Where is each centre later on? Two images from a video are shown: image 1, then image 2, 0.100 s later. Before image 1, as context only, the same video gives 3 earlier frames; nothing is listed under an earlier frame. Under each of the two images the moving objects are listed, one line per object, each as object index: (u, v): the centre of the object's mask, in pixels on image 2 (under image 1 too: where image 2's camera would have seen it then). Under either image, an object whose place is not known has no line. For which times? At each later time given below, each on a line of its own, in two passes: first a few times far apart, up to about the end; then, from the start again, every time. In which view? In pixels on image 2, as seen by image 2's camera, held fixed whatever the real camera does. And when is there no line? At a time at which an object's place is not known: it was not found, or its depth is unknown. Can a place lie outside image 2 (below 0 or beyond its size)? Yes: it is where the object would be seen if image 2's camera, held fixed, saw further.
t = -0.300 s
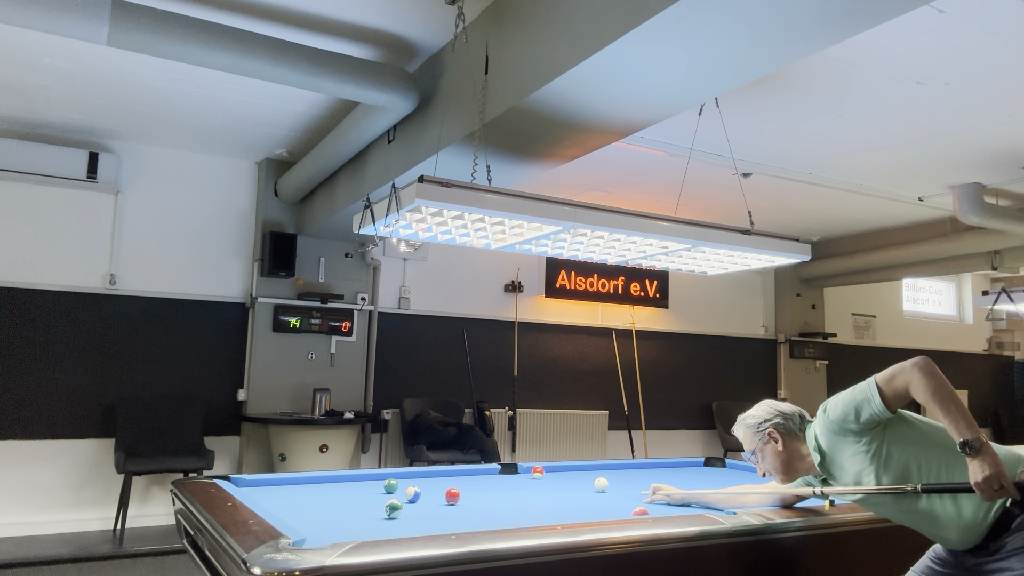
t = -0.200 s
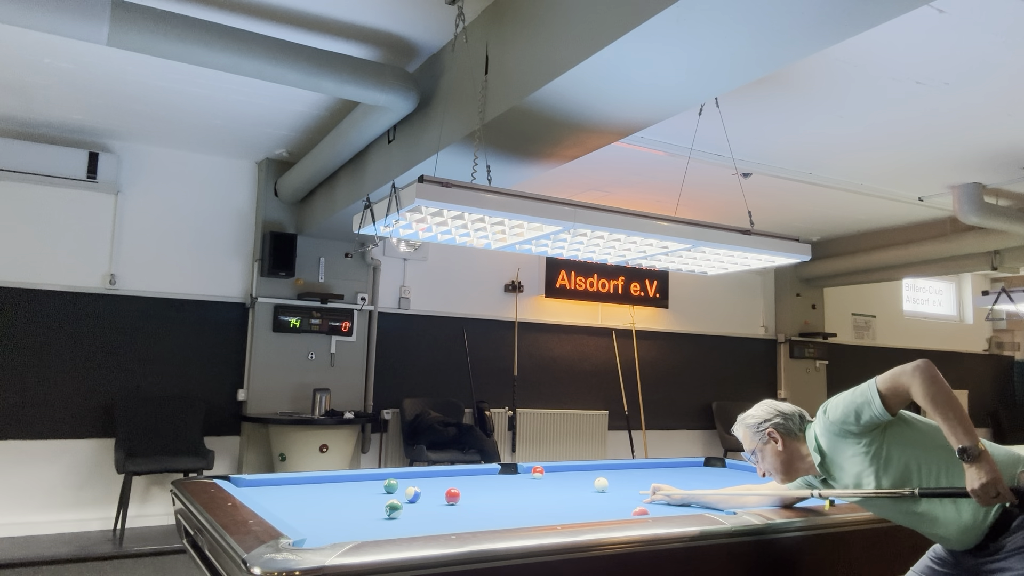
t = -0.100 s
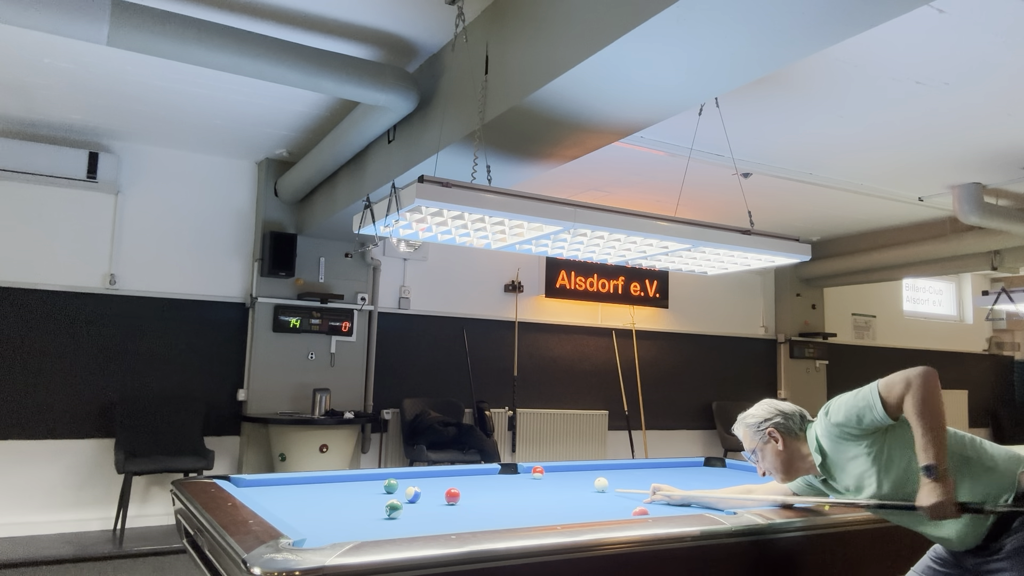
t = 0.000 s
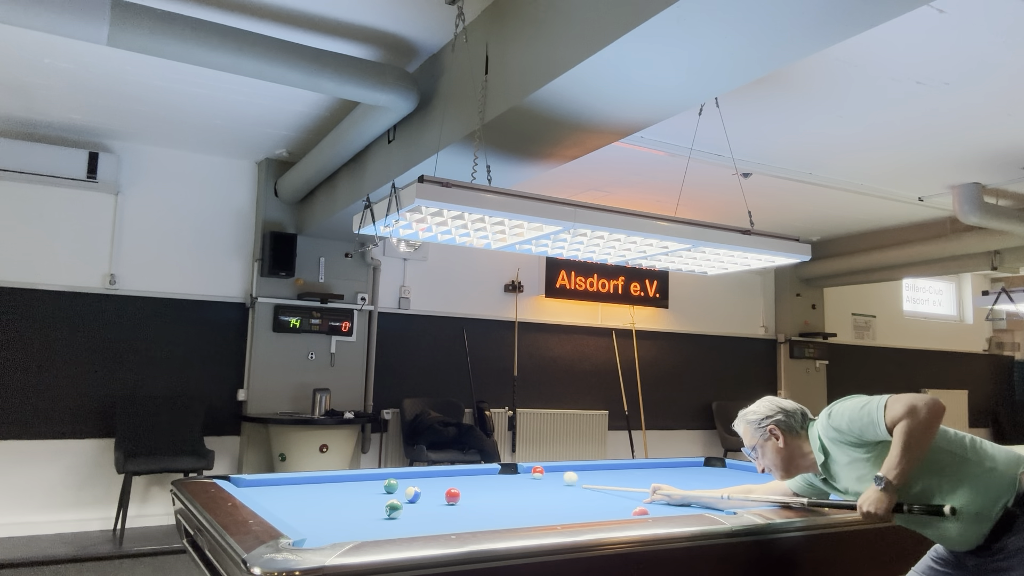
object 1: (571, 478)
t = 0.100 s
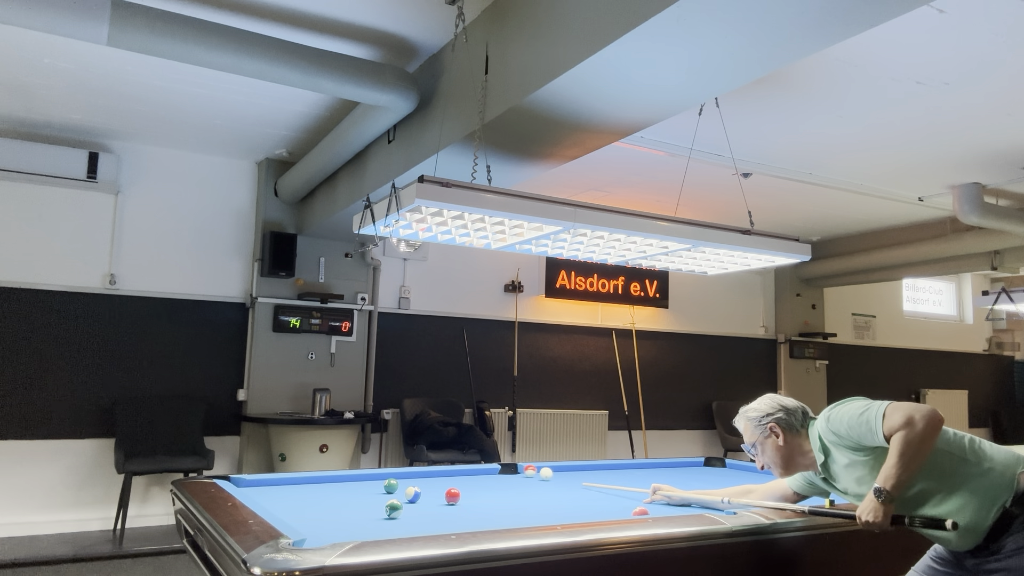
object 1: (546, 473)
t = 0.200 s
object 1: (549, 474)
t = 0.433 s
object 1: (563, 476)
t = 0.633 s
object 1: (574, 478)
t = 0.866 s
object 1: (588, 481)
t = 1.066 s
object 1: (599, 483)
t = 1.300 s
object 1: (612, 485)
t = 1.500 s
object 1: (623, 487)
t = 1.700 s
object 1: (634, 489)
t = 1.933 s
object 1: (645, 492)
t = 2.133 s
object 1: (655, 493)
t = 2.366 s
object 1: (666, 496)
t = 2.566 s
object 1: (674, 497)
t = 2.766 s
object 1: (683, 499)
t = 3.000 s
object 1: (691, 501)
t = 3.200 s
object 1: (698, 502)
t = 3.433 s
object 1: (706, 504)
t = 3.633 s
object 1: (712, 505)
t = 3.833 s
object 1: (717, 505)
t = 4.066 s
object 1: (721, 505)
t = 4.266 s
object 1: (724, 506)
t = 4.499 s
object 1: (727, 505)
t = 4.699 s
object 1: (728, 505)
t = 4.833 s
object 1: (729, 505)
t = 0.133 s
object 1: (546, 473)
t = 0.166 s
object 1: (547, 473)
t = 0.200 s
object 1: (549, 474)
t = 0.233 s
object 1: (551, 474)
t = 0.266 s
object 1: (553, 474)
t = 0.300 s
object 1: (554, 475)
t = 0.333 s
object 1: (556, 475)
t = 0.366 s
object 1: (559, 476)
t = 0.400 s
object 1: (561, 476)
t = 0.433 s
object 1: (563, 476)
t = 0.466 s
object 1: (565, 476)
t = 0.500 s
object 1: (567, 477)
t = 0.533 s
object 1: (568, 477)
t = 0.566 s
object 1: (570, 477)
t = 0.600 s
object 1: (572, 478)
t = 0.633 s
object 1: (574, 478)
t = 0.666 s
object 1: (576, 479)
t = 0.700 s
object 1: (578, 479)
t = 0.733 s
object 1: (580, 479)
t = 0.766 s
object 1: (582, 480)
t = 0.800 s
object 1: (584, 480)
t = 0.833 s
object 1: (586, 480)
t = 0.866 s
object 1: (588, 481)
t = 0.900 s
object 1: (590, 481)
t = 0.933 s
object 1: (592, 481)
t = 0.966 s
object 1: (594, 482)
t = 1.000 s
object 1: (596, 482)
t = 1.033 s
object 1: (597, 482)
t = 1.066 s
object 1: (599, 483)
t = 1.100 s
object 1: (601, 483)
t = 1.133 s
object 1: (603, 483)
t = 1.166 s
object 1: (605, 484)
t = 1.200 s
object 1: (607, 484)
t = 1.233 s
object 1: (608, 484)
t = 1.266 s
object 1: (611, 485)
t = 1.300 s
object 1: (612, 485)
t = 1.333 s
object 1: (614, 485)
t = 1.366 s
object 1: (616, 486)
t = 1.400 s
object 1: (618, 486)
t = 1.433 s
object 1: (620, 486)
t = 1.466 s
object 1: (621, 487)
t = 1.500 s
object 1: (623, 487)
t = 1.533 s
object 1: (625, 488)
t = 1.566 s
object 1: (627, 488)
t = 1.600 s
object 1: (628, 488)
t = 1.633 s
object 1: (630, 489)
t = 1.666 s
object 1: (632, 489)
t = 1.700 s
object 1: (634, 489)
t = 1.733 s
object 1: (635, 490)
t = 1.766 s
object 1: (637, 490)
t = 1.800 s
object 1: (639, 490)
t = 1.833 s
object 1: (640, 490)
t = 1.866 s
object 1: (642, 491)
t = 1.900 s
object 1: (644, 491)
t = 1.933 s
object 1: (645, 492)
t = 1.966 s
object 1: (647, 492)
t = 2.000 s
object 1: (649, 492)
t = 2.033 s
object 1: (650, 492)
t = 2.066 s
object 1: (652, 493)
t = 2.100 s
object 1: (653, 493)
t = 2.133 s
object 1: (655, 493)
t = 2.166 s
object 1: (656, 494)
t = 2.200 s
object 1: (658, 494)
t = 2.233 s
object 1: (660, 494)
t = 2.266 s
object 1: (661, 495)
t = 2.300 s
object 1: (663, 495)
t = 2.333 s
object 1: (664, 495)
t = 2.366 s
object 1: (666, 496)
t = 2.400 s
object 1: (667, 496)
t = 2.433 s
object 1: (669, 496)
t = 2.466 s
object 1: (670, 496)
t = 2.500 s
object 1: (672, 497)
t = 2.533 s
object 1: (673, 497)
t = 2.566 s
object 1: (674, 497)
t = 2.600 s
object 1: (676, 497)
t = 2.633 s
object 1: (677, 498)
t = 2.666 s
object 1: (679, 498)
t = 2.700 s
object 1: (680, 498)
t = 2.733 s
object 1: (681, 499)
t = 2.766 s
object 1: (683, 499)
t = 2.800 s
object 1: (684, 499)
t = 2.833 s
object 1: (685, 499)
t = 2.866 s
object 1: (686, 500)
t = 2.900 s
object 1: (688, 500)
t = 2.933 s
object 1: (689, 500)
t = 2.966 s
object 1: (690, 500)
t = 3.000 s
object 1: (691, 501)
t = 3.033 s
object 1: (693, 501)
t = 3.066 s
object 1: (694, 501)
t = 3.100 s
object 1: (695, 502)
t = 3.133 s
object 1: (696, 502)
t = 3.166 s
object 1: (697, 502)
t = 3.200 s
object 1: (698, 502)
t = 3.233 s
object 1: (700, 502)
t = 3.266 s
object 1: (701, 503)
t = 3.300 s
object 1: (702, 503)
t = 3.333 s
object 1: (703, 503)
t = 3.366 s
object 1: (704, 503)
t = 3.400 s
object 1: (705, 503)
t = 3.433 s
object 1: (706, 504)
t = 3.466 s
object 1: (707, 504)
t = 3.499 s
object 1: (708, 504)
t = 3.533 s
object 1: (709, 504)
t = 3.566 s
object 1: (710, 504)
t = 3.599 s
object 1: (711, 504)
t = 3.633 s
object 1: (712, 505)
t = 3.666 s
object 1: (713, 505)
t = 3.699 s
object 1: (714, 505)
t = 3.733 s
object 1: (714, 505)
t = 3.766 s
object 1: (715, 505)
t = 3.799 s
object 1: (716, 505)
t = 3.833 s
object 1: (717, 505)
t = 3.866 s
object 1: (717, 505)
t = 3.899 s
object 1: (718, 506)
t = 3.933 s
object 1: (719, 506)
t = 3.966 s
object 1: (719, 506)
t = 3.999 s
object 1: (720, 505)
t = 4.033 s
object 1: (720, 506)
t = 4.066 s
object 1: (721, 505)
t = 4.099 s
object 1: (721, 505)
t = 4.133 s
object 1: (722, 505)
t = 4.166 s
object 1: (722, 505)
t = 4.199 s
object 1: (723, 505)
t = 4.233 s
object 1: (723, 505)
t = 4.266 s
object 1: (724, 506)
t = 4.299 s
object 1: (724, 505)
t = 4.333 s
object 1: (725, 506)
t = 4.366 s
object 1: (725, 505)
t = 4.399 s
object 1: (726, 505)
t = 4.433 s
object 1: (726, 505)
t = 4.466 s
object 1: (726, 505)
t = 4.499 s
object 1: (727, 505)
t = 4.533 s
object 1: (727, 505)
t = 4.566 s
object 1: (728, 505)
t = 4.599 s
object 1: (728, 505)
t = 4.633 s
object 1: (728, 505)
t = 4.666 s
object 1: (728, 505)
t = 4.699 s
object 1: (728, 505)
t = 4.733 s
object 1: (729, 505)
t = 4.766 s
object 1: (729, 505)
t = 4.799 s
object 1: (729, 505)
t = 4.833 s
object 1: (729, 505)
